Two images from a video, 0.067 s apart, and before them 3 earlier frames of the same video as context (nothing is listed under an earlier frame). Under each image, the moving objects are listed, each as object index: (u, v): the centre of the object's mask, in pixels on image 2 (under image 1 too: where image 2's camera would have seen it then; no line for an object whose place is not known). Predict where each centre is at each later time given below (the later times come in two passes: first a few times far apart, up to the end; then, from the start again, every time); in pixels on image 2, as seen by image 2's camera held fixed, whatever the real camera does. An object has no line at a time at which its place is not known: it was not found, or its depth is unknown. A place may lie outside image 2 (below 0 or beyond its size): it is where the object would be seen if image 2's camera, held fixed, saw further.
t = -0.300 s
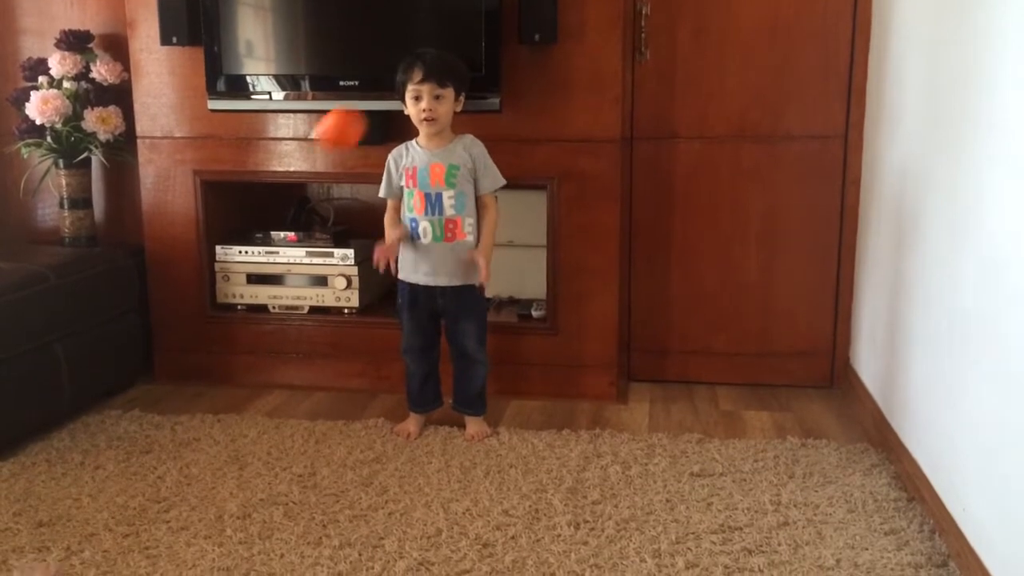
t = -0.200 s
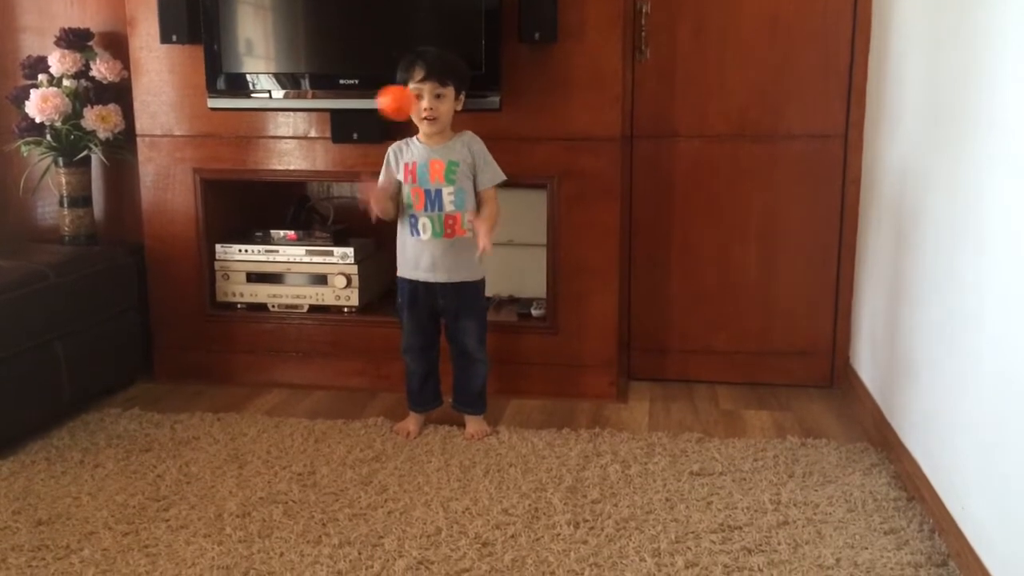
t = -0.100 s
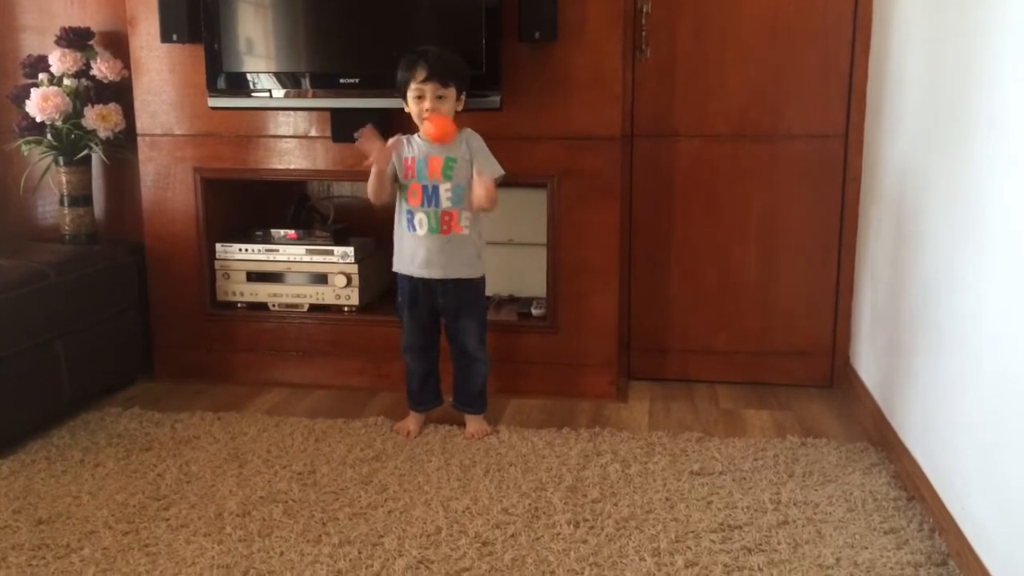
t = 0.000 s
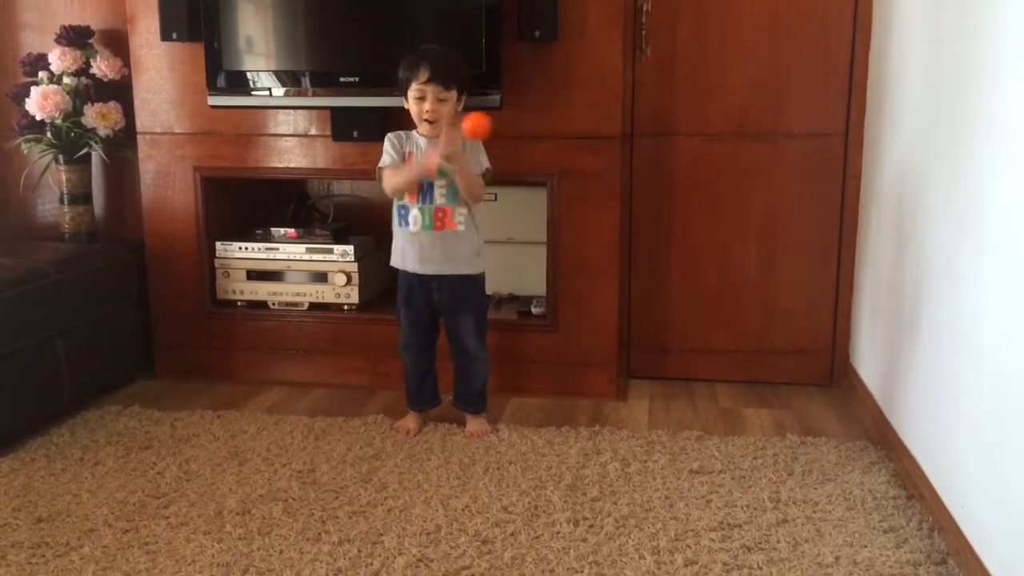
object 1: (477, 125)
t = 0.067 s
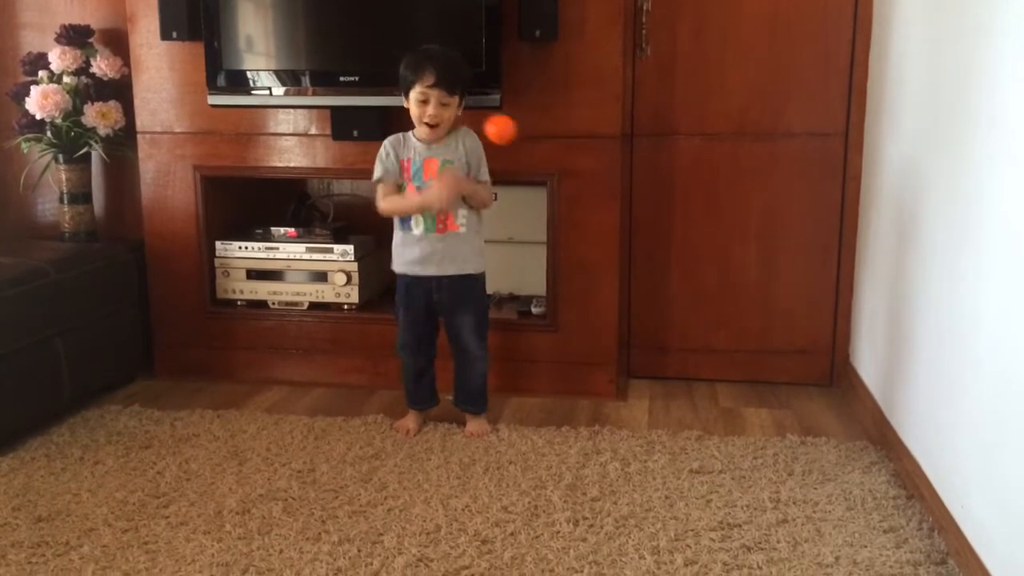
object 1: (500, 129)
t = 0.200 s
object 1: (549, 191)
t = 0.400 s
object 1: (620, 424)
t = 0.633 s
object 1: (661, 302)
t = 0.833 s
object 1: (691, 349)
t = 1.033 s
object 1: (725, 383)
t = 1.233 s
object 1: (760, 390)
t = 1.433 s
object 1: (786, 369)
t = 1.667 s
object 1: (820, 395)
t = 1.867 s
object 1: (852, 414)
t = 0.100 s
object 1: (512, 137)
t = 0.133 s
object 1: (524, 151)
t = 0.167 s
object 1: (536, 168)
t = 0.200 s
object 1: (549, 191)
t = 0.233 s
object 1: (561, 220)
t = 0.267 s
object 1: (574, 253)
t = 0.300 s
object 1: (585, 290)
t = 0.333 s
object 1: (597, 333)
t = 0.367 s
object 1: (609, 377)
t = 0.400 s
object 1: (620, 424)
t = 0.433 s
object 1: (627, 410)
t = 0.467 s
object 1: (634, 381)
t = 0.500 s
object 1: (639, 358)
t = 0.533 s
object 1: (644, 338)
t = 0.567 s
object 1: (650, 322)
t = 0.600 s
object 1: (656, 310)
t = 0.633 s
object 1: (661, 302)
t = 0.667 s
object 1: (666, 299)
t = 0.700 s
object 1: (672, 300)
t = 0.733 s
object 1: (676, 306)
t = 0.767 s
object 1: (681, 316)
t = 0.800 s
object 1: (686, 330)
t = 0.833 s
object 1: (691, 349)
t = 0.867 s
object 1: (696, 372)
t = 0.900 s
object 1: (699, 397)
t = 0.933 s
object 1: (705, 424)
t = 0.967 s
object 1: (711, 409)
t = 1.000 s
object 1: (718, 394)
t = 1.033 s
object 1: (725, 383)
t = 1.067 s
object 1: (732, 376)
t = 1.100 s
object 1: (738, 374)
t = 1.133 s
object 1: (743, 375)
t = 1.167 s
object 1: (749, 380)
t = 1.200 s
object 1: (754, 389)
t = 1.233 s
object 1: (760, 390)
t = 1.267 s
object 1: (764, 378)
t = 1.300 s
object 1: (769, 370)
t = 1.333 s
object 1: (774, 365)
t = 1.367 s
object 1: (778, 364)
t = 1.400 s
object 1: (783, 365)
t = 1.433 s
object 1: (786, 369)
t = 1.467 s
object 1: (791, 377)
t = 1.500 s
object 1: (795, 382)
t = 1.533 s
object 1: (800, 382)
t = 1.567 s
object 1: (805, 385)
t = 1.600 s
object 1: (810, 392)
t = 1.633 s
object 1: (814, 393)
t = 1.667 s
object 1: (820, 395)
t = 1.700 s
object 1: (825, 400)
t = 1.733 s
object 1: (831, 402)
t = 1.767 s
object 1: (836, 405)
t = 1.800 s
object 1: (843, 409)
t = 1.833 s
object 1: (849, 411)
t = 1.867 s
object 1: (852, 414)
